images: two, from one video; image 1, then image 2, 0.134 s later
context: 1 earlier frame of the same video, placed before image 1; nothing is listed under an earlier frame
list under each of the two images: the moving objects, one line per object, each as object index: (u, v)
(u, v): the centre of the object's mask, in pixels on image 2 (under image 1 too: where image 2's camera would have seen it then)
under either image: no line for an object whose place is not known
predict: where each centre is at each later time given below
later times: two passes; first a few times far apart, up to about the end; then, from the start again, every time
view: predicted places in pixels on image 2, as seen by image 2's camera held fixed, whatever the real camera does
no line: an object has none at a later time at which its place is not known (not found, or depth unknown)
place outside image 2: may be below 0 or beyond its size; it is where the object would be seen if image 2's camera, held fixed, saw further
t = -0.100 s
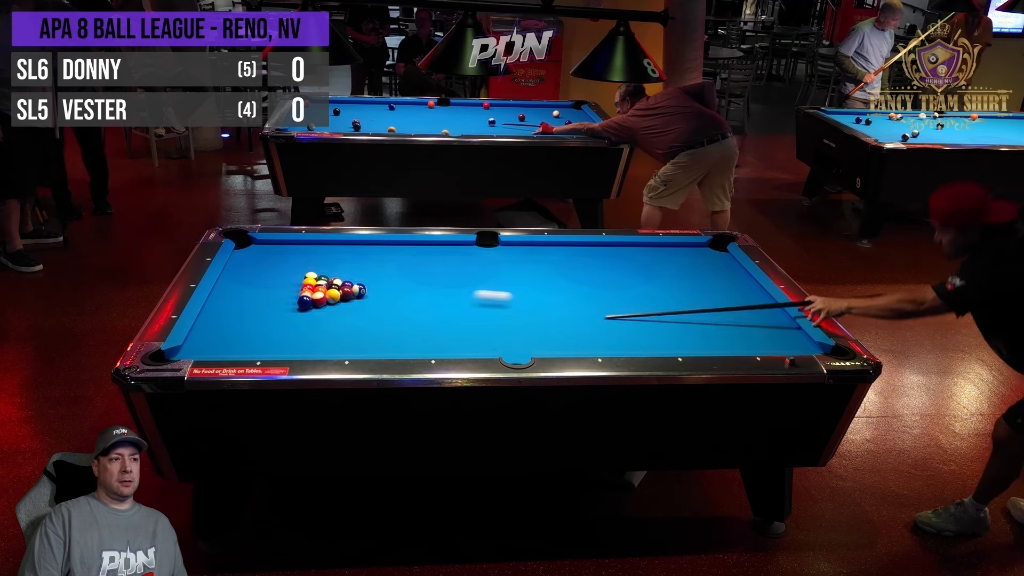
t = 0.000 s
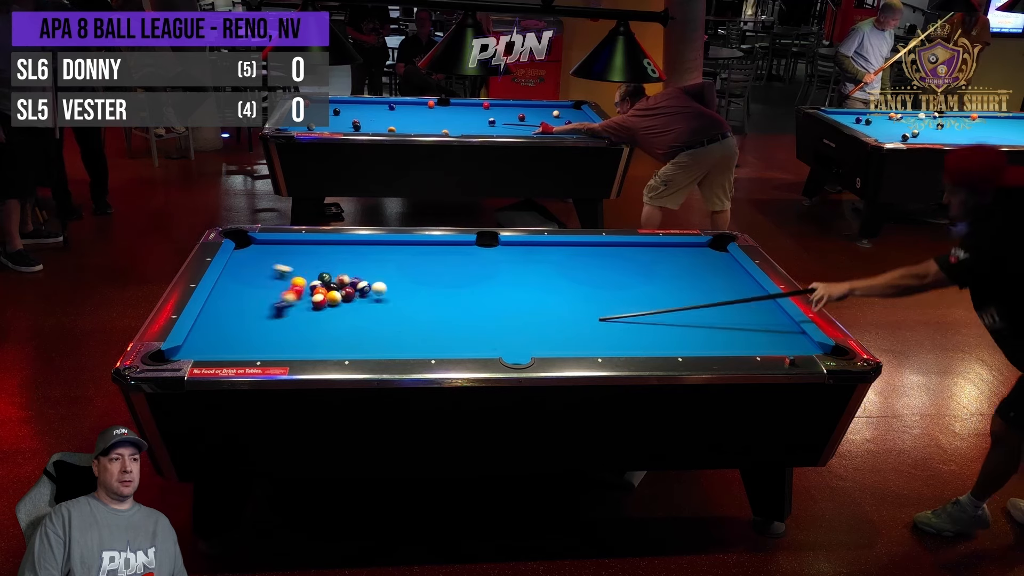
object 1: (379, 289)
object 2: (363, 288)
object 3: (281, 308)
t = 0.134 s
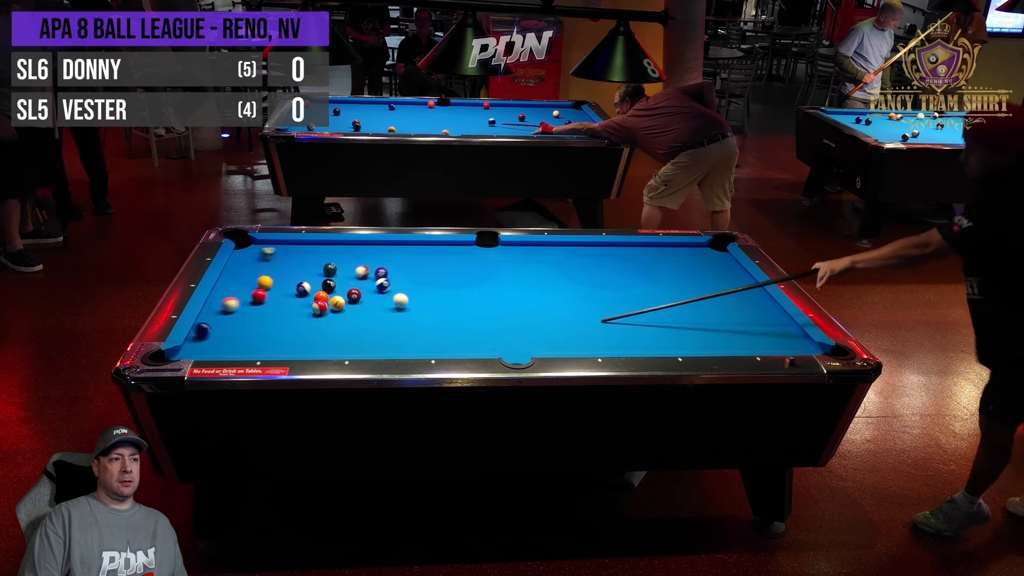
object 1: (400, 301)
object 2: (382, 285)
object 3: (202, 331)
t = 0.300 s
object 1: (419, 312)
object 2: (405, 280)
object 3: (257, 344)
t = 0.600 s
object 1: (420, 325)
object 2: (442, 272)
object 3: (341, 346)
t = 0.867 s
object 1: (412, 328)
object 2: (472, 266)
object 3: (399, 343)
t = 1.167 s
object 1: (430, 315)
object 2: (502, 260)
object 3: (435, 348)
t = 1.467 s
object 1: (445, 304)
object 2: (520, 256)
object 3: (474, 343)
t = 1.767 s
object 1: (458, 294)
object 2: (537, 252)
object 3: (510, 336)
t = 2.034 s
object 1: (469, 286)
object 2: (550, 250)
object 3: (540, 331)
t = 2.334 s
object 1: (479, 279)
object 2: (564, 247)
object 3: (570, 325)
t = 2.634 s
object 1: (489, 272)
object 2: (577, 245)
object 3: (597, 320)
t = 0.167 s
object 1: (405, 303)
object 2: (387, 284)
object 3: (214, 333)
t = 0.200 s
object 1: (409, 306)
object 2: (392, 284)
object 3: (226, 336)
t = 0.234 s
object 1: (413, 308)
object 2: (396, 283)
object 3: (236, 339)
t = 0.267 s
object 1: (416, 310)
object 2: (400, 282)
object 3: (247, 341)
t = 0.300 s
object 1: (419, 312)
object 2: (405, 280)
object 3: (257, 344)
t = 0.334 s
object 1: (422, 314)
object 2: (409, 280)
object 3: (267, 346)
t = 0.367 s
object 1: (424, 316)
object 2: (413, 279)
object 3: (276, 347)
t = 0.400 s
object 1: (425, 317)
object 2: (417, 278)
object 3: (285, 349)
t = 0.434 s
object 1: (425, 319)
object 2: (422, 277)
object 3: (294, 350)
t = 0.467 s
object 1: (426, 321)
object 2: (426, 276)
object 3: (304, 350)
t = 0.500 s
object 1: (425, 322)
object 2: (430, 276)
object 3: (314, 349)
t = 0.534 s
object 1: (424, 323)
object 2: (434, 274)
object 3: (323, 348)
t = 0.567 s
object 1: (422, 325)
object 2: (438, 273)
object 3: (332, 347)
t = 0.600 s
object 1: (420, 325)
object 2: (442, 272)
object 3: (341, 346)
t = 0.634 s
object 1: (418, 327)
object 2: (446, 272)
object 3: (350, 345)
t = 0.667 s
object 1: (415, 328)
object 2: (449, 271)
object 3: (359, 344)
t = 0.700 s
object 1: (413, 329)
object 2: (453, 270)
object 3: (368, 343)
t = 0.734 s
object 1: (410, 330)
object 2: (457, 269)
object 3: (377, 341)
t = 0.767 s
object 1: (408, 331)
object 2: (461, 269)
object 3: (385, 340)
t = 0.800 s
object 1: (406, 332)
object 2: (464, 268)
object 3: (394, 339)
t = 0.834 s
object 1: (409, 330)
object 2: (468, 267)
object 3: (397, 341)
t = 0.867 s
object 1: (412, 328)
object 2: (472, 266)
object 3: (399, 343)
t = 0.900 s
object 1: (415, 326)
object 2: (476, 265)
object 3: (402, 345)
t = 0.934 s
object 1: (417, 324)
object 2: (479, 265)
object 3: (405, 346)
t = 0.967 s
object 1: (419, 322)
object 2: (482, 264)
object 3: (409, 347)
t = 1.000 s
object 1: (421, 321)
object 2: (486, 263)
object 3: (413, 348)
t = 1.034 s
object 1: (423, 320)
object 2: (489, 262)
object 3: (417, 348)
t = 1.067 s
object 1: (425, 318)
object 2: (493, 262)
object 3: (420, 349)
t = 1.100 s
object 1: (427, 317)
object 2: (497, 261)
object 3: (425, 349)
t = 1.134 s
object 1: (429, 316)
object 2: (499, 261)
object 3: (430, 348)
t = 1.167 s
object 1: (430, 315)
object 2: (502, 260)
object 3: (435, 348)
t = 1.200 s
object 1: (432, 313)
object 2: (504, 259)
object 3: (439, 347)
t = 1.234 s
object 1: (434, 312)
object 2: (506, 258)
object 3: (444, 347)
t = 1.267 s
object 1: (436, 311)
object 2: (509, 258)
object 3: (448, 346)
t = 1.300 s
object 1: (437, 309)
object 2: (511, 258)
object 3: (453, 346)
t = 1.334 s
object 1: (439, 308)
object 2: (513, 258)
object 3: (457, 345)
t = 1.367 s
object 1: (440, 307)
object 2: (515, 257)
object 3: (462, 345)
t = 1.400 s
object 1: (442, 306)
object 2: (516, 257)
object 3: (466, 344)
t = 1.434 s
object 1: (443, 305)
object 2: (518, 256)
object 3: (470, 344)
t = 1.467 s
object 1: (445, 304)
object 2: (520, 256)
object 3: (474, 343)
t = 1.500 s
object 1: (446, 302)
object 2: (522, 255)
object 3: (479, 342)
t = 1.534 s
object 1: (448, 301)
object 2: (524, 255)
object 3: (483, 341)
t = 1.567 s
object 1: (450, 300)
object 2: (526, 255)
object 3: (487, 341)
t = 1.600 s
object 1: (451, 299)
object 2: (528, 255)
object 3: (491, 340)
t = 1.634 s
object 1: (452, 298)
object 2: (530, 254)
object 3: (495, 339)
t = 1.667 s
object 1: (454, 297)
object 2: (532, 254)
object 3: (499, 339)
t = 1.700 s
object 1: (455, 296)
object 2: (533, 253)
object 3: (503, 338)
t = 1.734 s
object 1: (457, 295)
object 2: (535, 253)
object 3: (507, 337)
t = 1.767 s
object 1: (458, 294)
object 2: (537, 252)
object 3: (510, 336)
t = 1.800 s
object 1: (459, 293)
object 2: (539, 252)
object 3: (514, 336)
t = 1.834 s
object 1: (461, 292)
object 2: (541, 252)
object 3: (518, 335)
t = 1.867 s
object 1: (462, 291)
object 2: (542, 251)
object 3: (522, 334)
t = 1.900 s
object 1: (463, 290)
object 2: (544, 251)
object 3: (525, 334)
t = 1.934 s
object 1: (465, 289)
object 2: (546, 251)
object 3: (529, 333)
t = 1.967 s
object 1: (466, 288)
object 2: (547, 251)
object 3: (533, 332)
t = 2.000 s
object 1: (467, 287)
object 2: (548, 250)
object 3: (536, 332)
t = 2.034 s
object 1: (469, 286)
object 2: (550, 250)
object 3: (540, 331)
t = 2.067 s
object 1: (470, 285)
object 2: (552, 249)
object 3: (543, 330)
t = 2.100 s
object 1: (471, 285)
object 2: (554, 249)
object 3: (547, 330)
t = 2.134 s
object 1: (472, 284)
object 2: (555, 249)
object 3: (550, 329)
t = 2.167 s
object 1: (473, 283)
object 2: (557, 248)
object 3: (553, 328)
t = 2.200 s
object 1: (474, 282)
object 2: (558, 248)
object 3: (557, 328)
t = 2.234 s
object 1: (476, 281)
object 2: (560, 248)
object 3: (560, 327)
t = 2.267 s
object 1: (477, 280)
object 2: (561, 248)
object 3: (563, 326)
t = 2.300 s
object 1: (478, 280)
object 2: (563, 247)
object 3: (567, 326)
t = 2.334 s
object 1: (479, 279)
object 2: (564, 247)
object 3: (570, 325)
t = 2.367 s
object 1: (480, 278)
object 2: (565, 247)
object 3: (573, 324)
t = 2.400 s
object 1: (481, 277)
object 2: (567, 246)
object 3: (576, 324)
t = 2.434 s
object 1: (482, 276)
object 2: (569, 246)
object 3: (579, 323)
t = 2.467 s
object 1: (483, 276)
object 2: (570, 246)
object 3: (582, 323)
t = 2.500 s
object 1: (484, 275)
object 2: (571, 246)
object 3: (585, 322)
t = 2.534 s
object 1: (485, 274)
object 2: (573, 245)
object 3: (588, 321)
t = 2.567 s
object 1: (486, 273)
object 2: (574, 245)
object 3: (591, 321)
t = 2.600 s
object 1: (487, 273)
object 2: (575, 245)
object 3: (594, 320)
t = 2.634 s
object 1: (489, 272)
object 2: (577, 245)
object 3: (597, 320)
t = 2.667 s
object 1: (489, 271)
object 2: (578, 245)
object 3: (600, 319)
